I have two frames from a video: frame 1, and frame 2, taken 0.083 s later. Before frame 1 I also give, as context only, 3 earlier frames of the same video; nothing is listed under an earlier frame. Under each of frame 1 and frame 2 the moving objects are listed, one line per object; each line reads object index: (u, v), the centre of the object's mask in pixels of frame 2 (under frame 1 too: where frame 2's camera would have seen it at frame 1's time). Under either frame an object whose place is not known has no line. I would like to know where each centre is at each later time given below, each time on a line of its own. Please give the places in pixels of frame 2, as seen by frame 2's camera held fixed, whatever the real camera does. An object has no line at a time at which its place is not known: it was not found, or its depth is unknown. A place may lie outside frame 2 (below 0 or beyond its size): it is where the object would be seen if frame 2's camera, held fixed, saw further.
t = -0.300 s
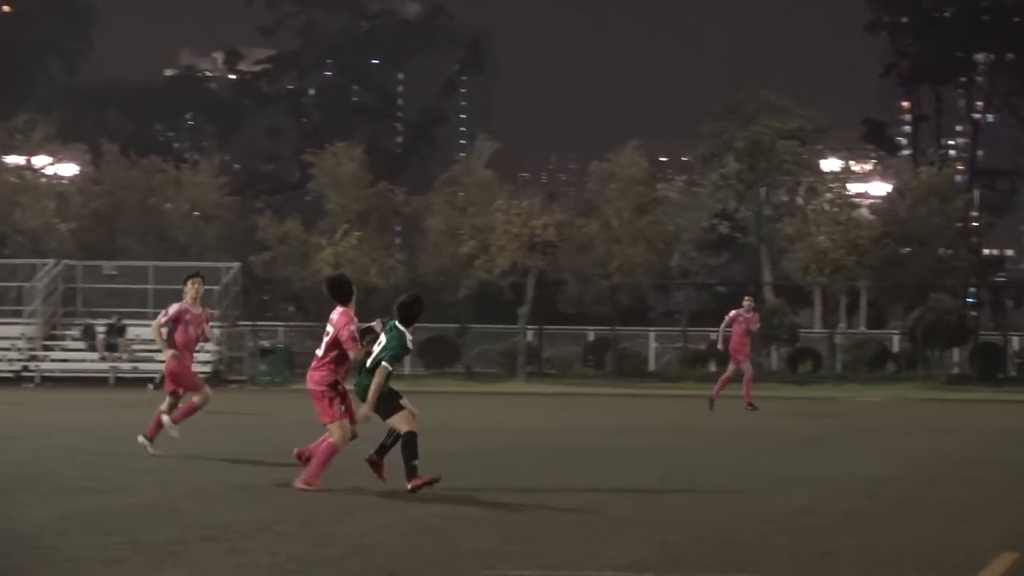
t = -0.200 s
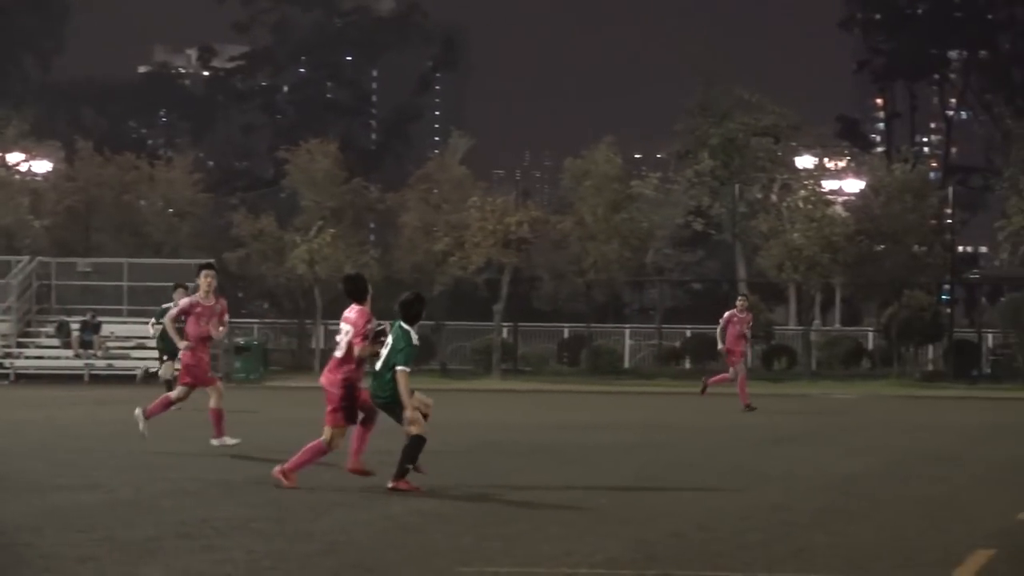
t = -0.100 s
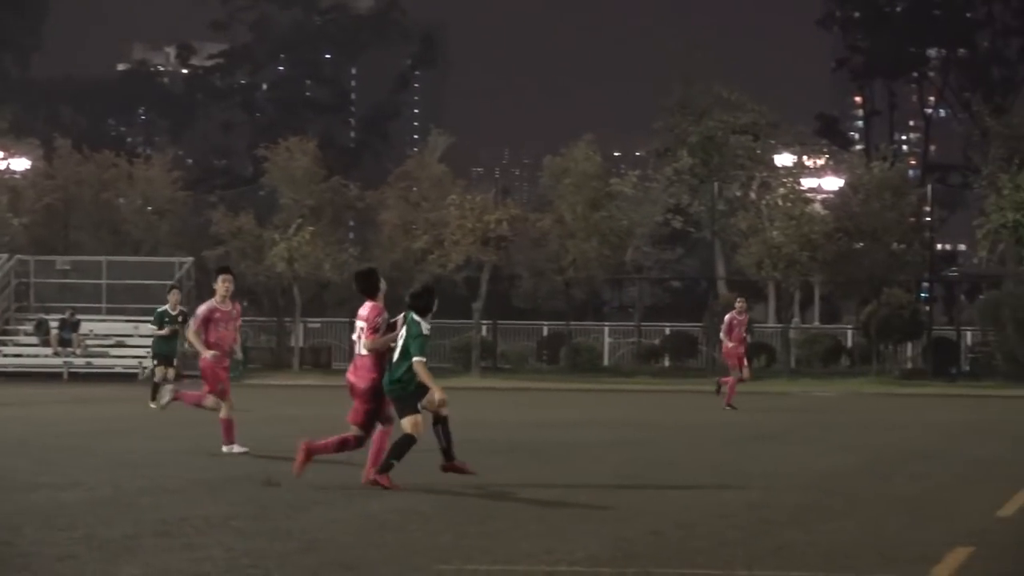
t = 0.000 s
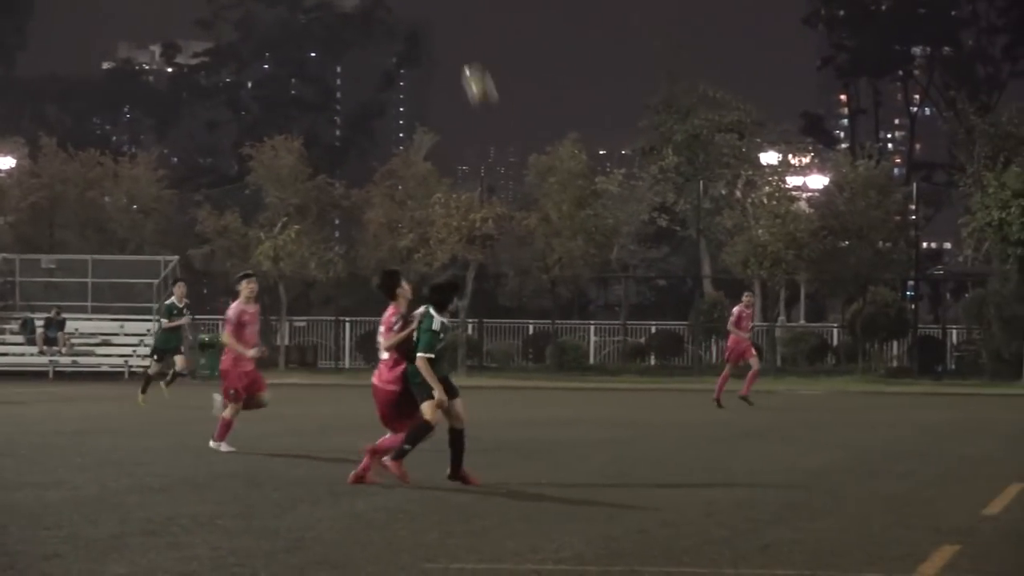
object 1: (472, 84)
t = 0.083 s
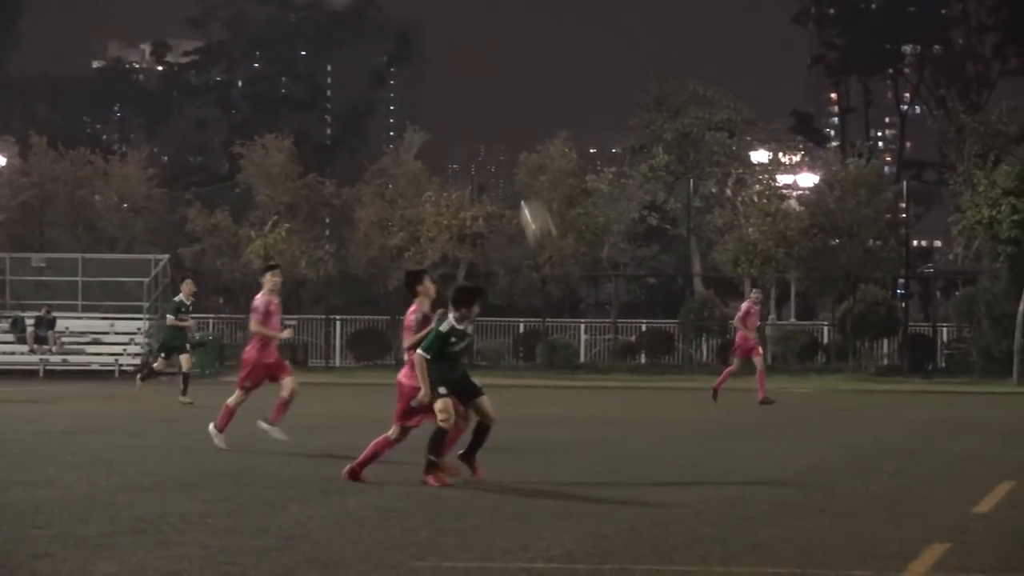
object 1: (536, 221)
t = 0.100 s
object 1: (550, 252)
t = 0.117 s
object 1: (564, 279)
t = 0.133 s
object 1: (576, 304)
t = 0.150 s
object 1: (592, 340)
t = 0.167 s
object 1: (608, 367)
